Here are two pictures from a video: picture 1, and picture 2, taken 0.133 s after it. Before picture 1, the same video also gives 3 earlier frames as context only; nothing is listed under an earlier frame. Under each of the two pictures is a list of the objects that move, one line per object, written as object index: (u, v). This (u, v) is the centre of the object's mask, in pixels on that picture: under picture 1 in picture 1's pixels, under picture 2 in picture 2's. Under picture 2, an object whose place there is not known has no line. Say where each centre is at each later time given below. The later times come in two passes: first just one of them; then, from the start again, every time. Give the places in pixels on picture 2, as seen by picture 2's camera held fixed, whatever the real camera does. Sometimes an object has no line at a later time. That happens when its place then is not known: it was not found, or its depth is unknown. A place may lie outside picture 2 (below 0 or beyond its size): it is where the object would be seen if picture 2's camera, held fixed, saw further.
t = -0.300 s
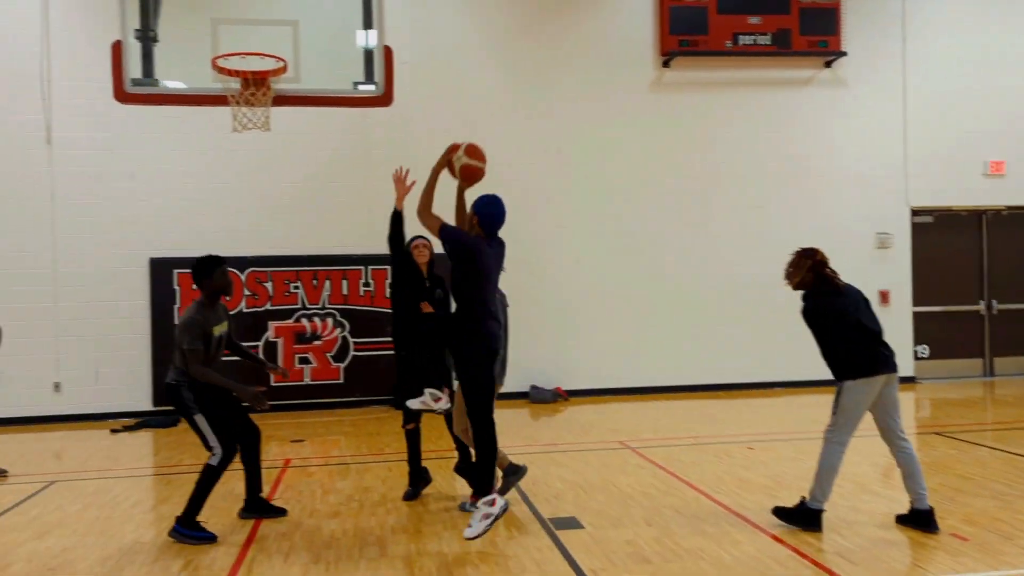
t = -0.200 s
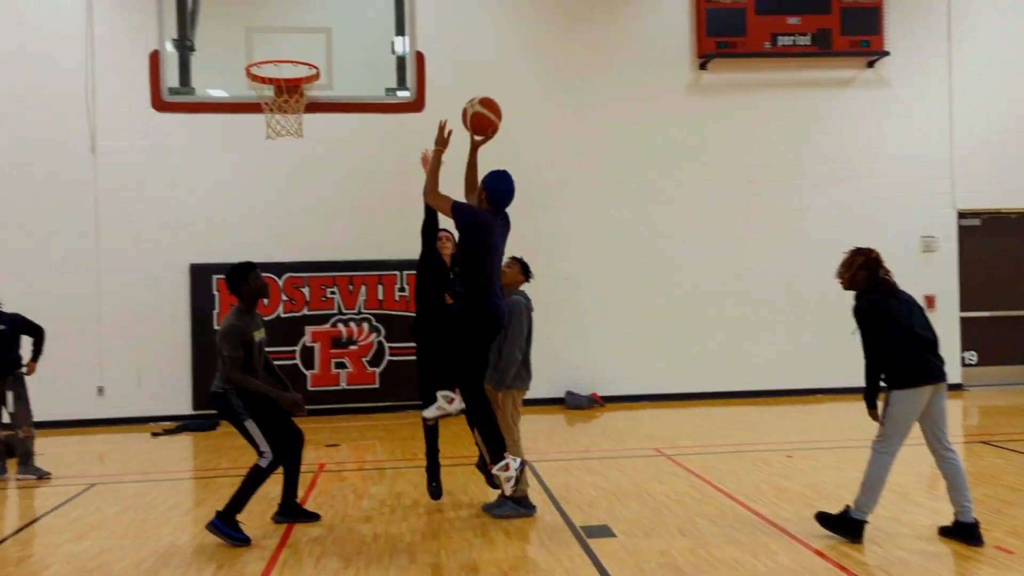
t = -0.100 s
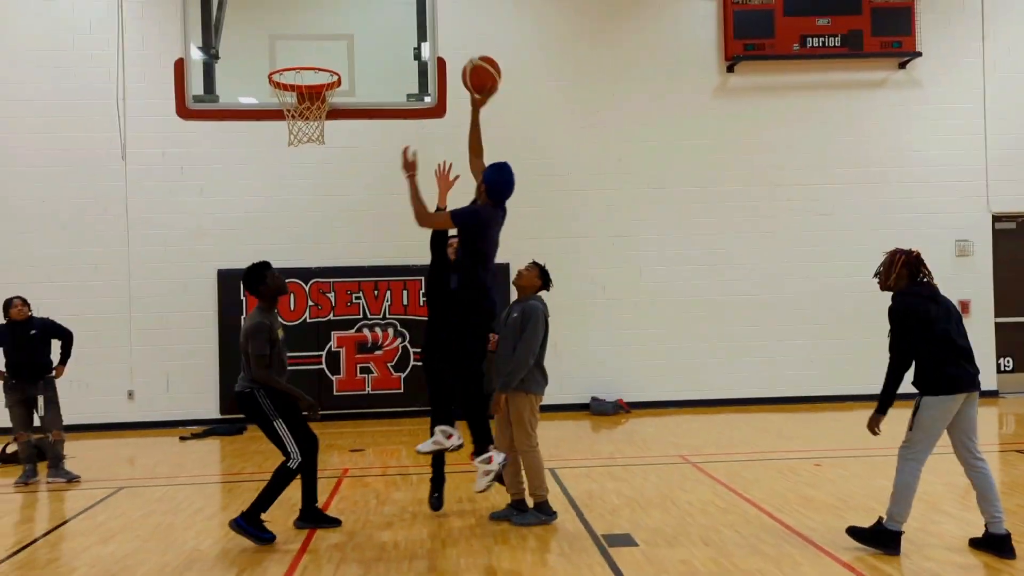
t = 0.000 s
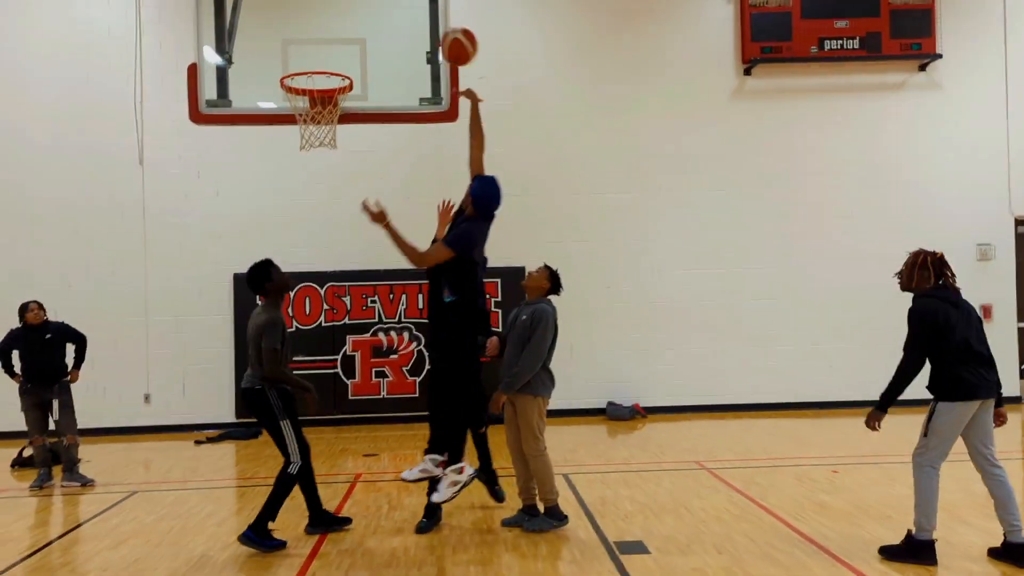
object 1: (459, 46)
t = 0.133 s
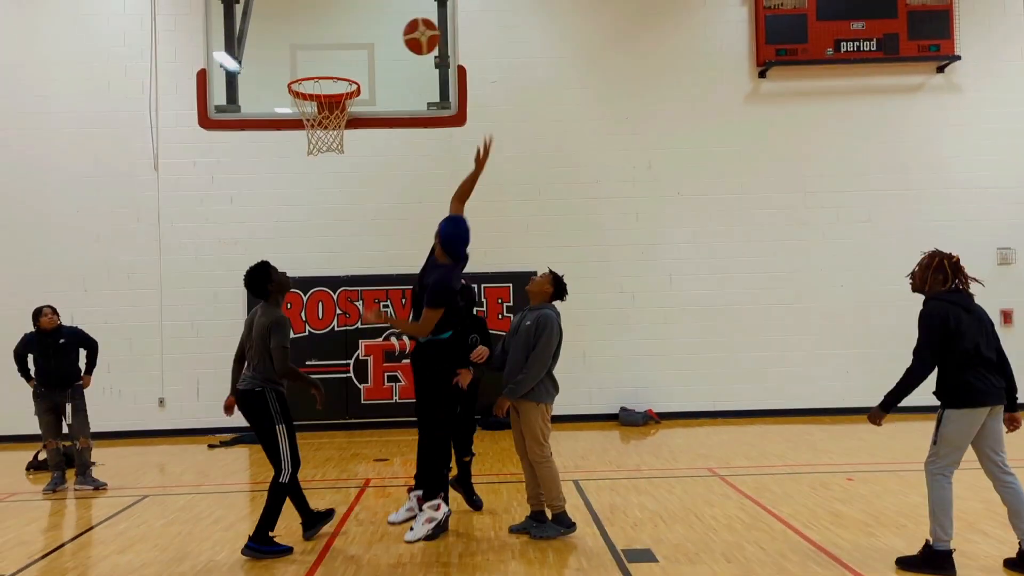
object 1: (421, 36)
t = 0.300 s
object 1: (371, 54)
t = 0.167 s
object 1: (410, 37)
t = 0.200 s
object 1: (400, 39)
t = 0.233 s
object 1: (390, 43)
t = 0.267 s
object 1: (381, 48)
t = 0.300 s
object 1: (371, 54)
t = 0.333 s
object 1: (362, 62)
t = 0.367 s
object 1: (355, 68)
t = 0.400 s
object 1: (346, 71)
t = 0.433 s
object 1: (341, 69)
